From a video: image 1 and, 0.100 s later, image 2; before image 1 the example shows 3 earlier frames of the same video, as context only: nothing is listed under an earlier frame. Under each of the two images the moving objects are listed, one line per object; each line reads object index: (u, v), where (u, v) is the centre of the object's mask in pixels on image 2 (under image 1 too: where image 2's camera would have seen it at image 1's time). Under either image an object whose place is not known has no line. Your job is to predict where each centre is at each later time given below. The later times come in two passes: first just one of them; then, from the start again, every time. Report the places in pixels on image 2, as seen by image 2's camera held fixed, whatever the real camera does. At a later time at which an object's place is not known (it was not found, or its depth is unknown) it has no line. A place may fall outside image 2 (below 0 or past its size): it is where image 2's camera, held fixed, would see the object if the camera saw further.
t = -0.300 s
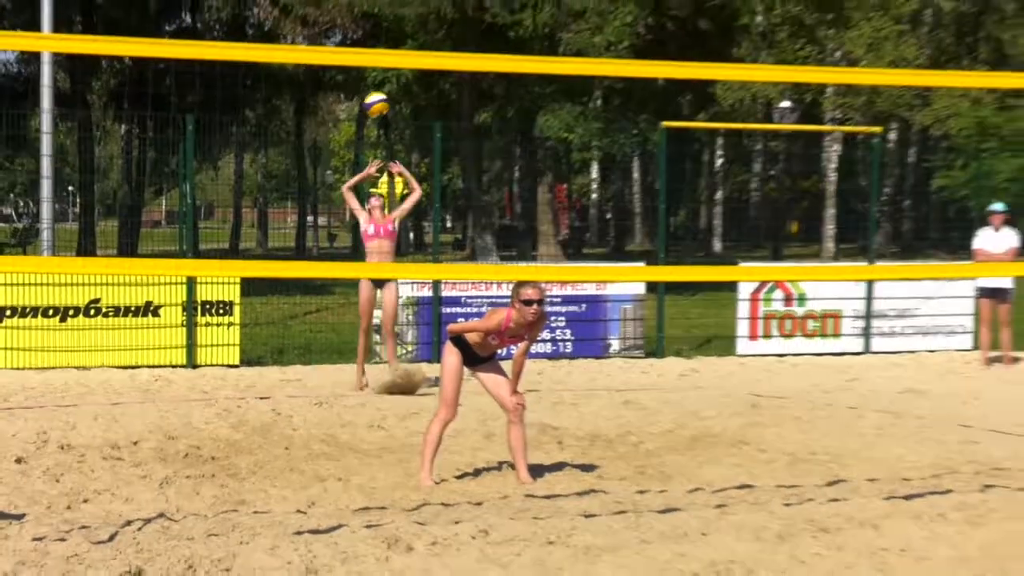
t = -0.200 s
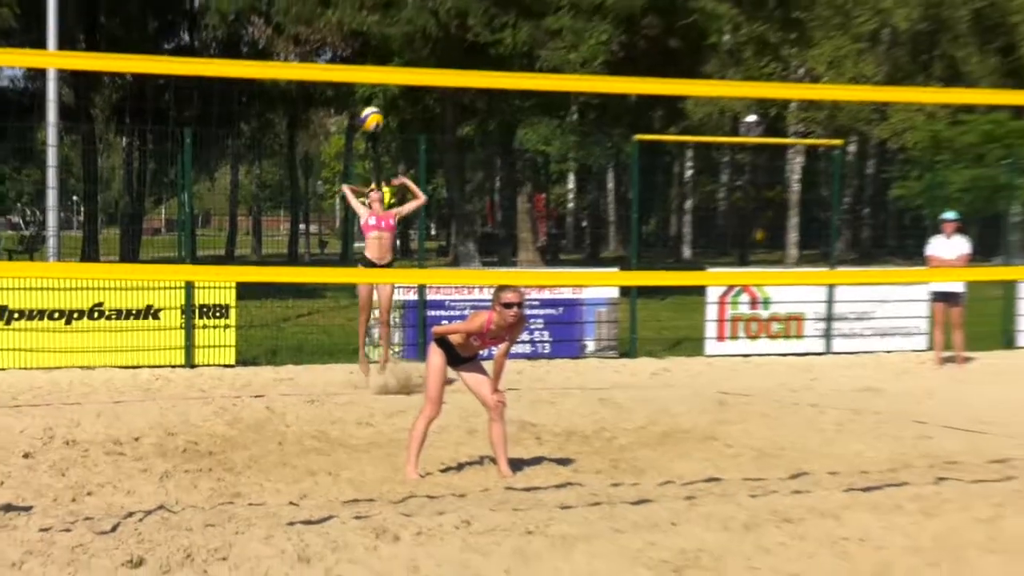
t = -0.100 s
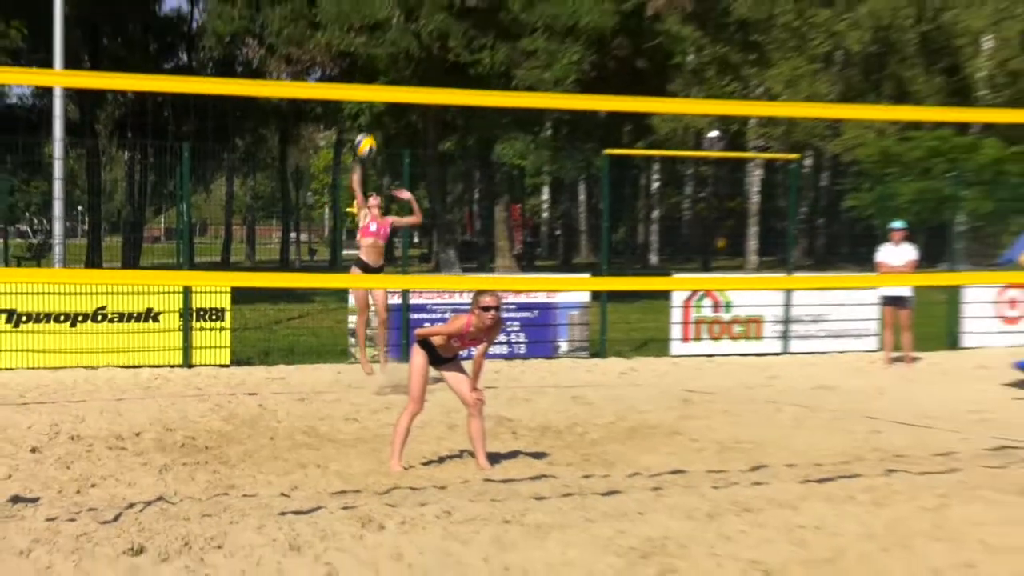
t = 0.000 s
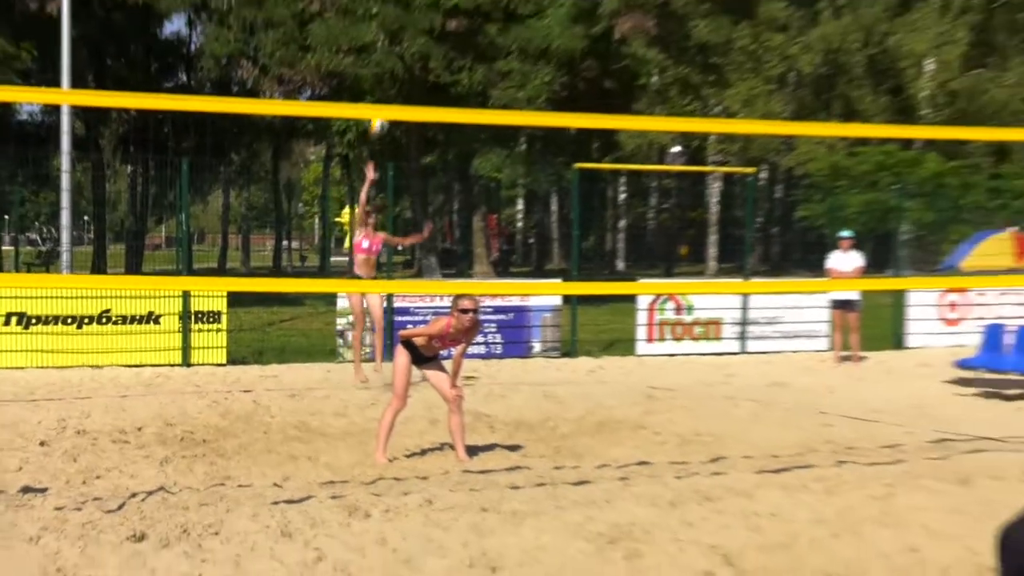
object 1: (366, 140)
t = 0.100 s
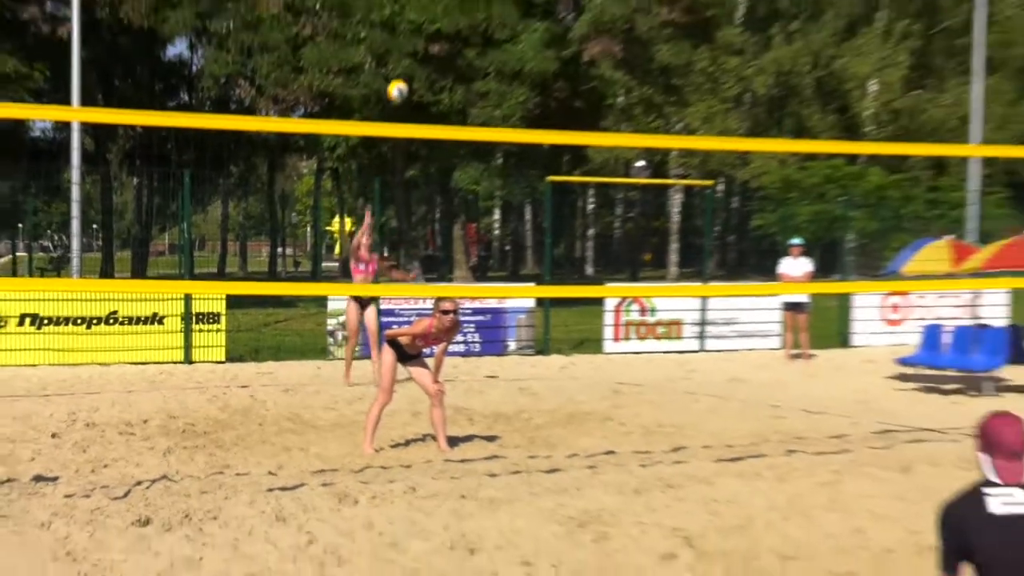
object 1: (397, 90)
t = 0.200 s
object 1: (427, 53)
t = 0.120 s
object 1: (403, 83)
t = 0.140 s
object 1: (409, 75)
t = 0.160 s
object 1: (415, 67)
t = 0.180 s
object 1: (422, 60)
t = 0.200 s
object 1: (427, 53)
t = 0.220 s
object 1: (434, 47)
